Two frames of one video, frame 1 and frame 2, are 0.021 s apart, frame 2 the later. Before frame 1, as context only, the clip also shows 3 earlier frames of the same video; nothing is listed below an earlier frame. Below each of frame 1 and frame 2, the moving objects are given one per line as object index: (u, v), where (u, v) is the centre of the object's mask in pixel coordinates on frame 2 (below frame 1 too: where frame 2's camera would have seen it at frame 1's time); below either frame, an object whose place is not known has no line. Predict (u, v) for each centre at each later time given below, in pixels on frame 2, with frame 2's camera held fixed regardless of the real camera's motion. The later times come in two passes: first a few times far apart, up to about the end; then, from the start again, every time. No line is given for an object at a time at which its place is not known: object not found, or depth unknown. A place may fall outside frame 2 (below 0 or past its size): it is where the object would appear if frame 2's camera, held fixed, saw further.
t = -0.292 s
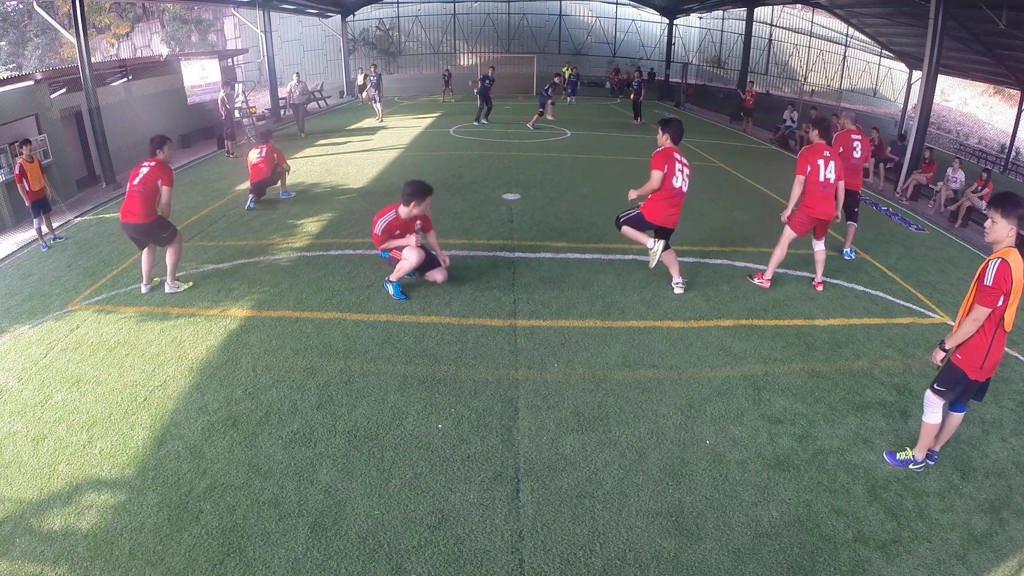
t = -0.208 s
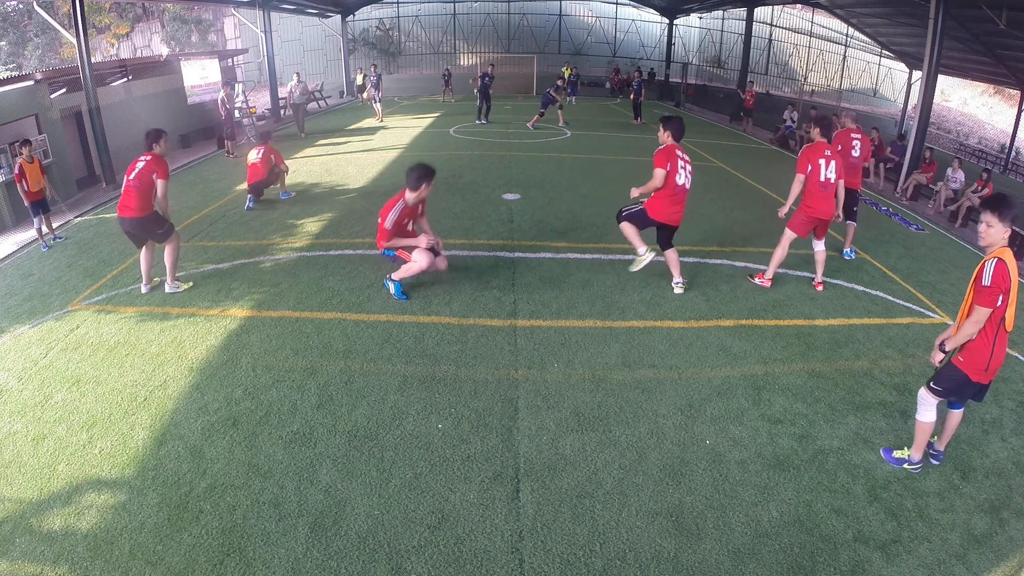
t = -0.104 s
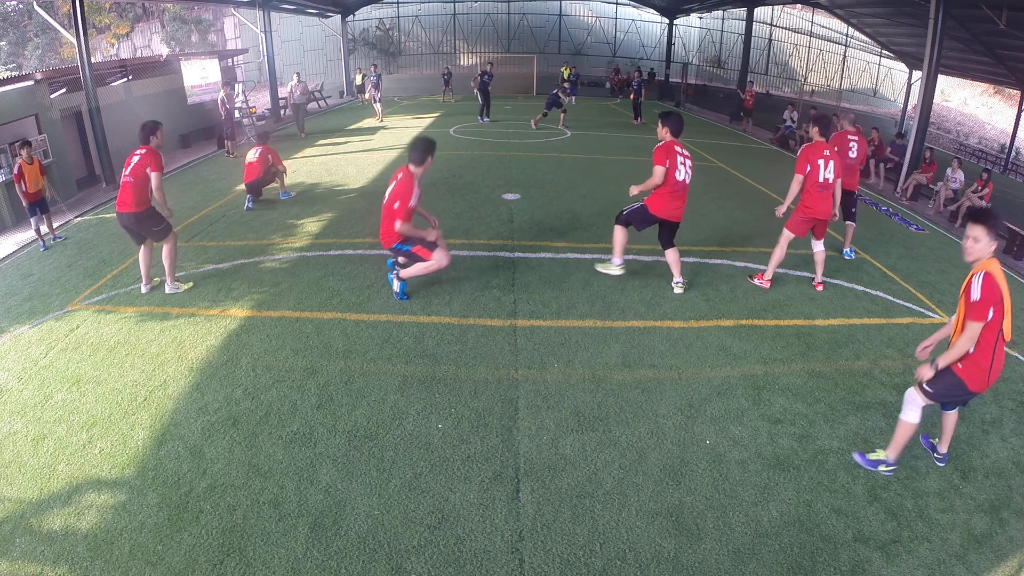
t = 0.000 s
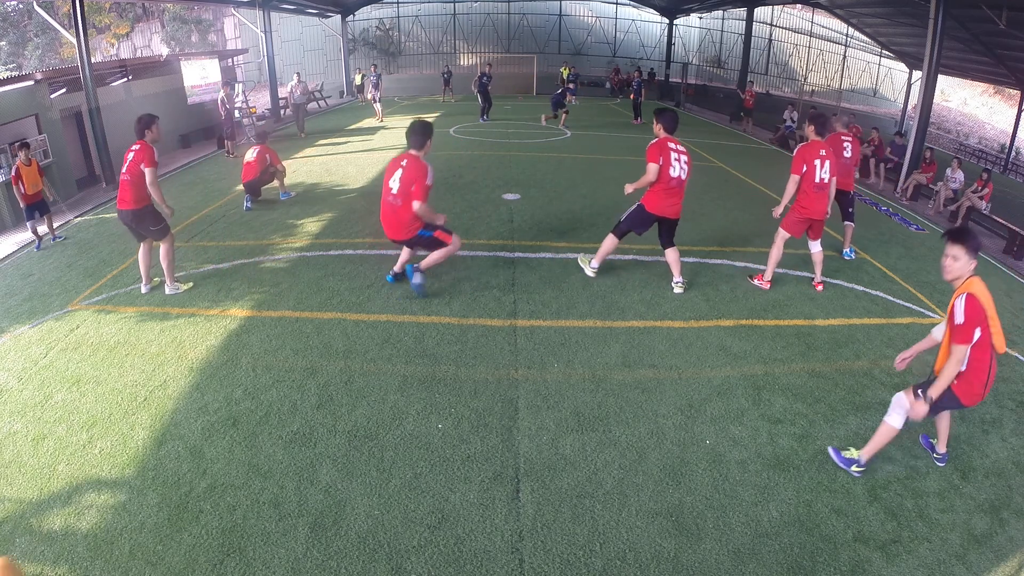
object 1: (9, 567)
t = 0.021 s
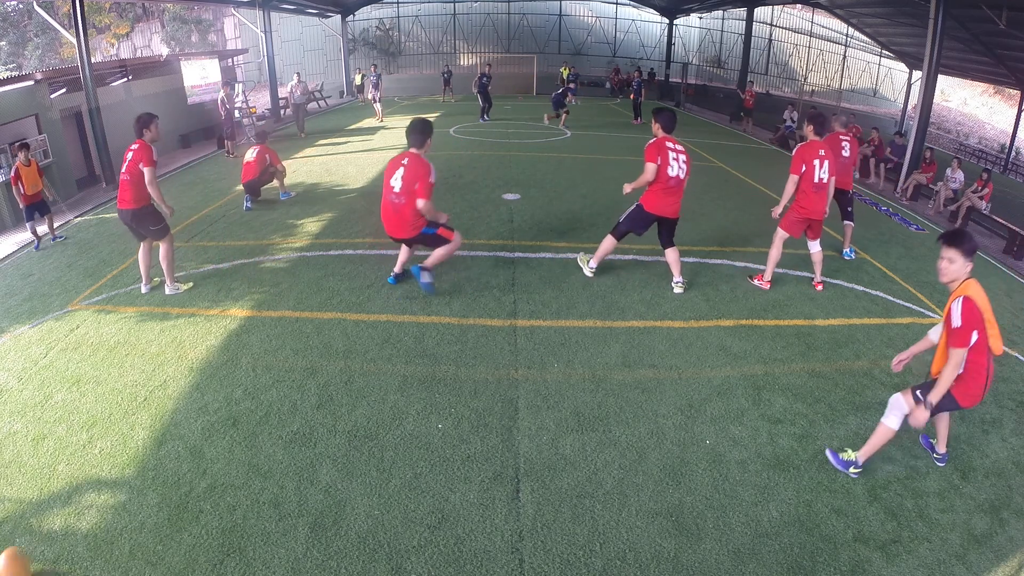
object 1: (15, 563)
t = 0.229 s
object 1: (74, 482)
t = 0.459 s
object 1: (130, 409)
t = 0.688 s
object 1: (173, 357)
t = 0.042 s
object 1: (20, 559)
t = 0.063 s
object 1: (27, 551)
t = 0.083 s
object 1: (33, 542)
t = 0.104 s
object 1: (38, 532)
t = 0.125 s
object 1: (44, 523)
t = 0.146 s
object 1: (51, 514)
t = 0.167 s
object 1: (57, 505)
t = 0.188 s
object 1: (63, 497)
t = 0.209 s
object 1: (69, 489)
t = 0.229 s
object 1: (74, 482)
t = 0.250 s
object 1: (80, 475)
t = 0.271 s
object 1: (85, 467)
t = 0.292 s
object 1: (90, 459)
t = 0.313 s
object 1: (95, 452)
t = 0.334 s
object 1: (101, 446)
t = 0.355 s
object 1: (106, 440)
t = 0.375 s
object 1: (111, 433)
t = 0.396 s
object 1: (116, 426)
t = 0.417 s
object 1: (120, 420)
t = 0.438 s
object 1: (125, 414)
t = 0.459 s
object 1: (130, 409)
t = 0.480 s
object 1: (134, 404)
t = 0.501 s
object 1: (138, 398)
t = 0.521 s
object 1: (142, 392)
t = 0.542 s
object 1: (146, 387)
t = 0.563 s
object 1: (150, 383)
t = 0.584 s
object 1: (154, 378)
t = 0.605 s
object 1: (158, 373)
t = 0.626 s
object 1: (162, 369)
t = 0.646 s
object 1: (166, 364)
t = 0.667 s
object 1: (170, 360)
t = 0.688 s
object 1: (173, 357)
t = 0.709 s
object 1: (177, 353)
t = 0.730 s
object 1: (180, 348)
